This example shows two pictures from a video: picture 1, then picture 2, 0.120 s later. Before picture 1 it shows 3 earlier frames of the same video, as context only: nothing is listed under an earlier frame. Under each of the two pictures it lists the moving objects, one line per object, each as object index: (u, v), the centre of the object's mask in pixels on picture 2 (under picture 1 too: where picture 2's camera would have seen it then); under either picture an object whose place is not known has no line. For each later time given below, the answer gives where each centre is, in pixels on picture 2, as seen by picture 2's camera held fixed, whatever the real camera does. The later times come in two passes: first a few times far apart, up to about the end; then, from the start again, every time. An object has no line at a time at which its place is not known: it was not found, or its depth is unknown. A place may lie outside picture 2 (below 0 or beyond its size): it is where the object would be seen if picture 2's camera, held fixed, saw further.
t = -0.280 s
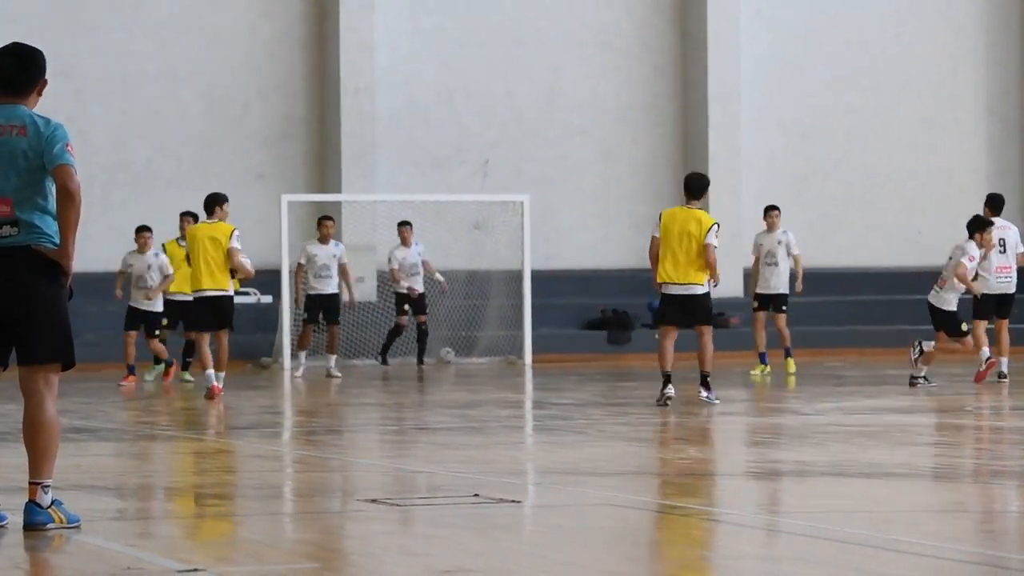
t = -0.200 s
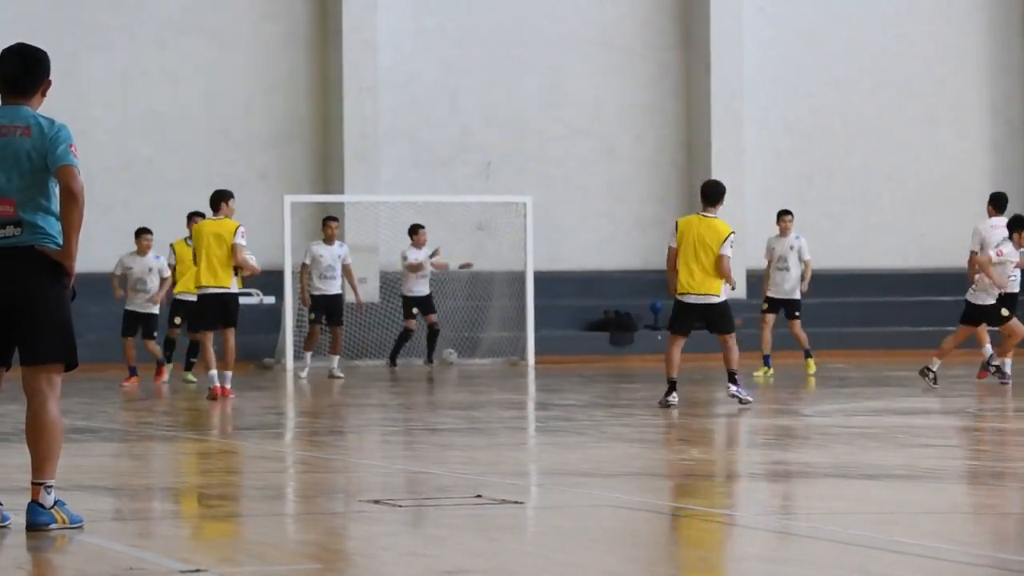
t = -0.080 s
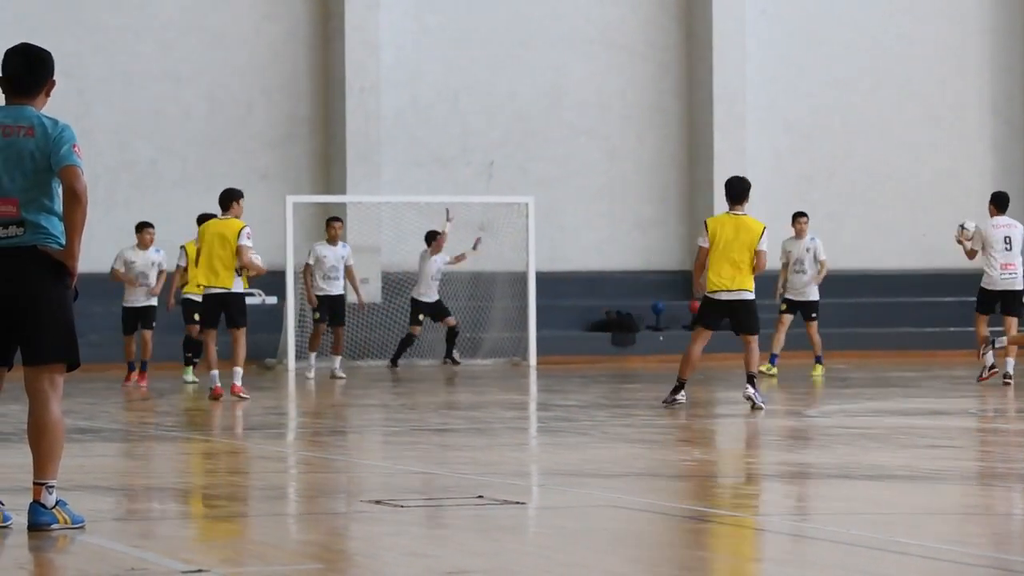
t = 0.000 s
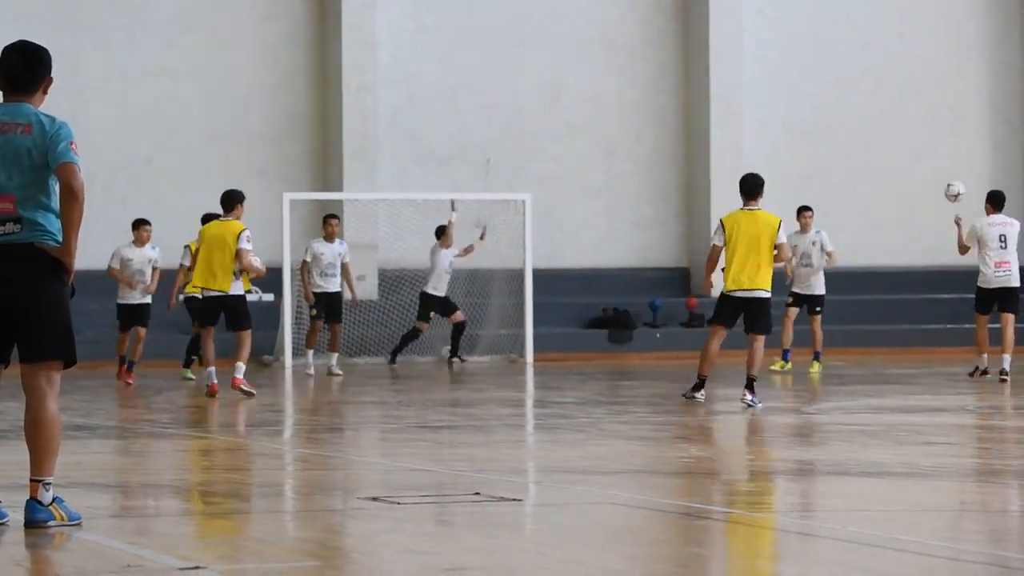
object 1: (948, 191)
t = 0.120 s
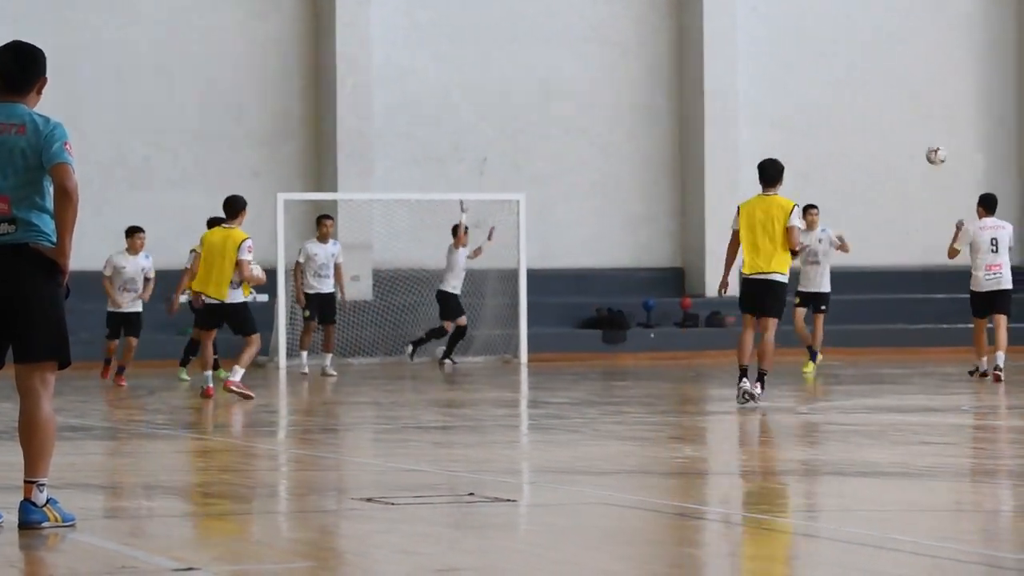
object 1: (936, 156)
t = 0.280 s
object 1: (919, 128)
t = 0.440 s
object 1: (905, 126)
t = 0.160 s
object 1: (930, 144)
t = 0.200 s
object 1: (927, 138)
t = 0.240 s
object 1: (924, 133)
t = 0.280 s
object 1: (919, 128)
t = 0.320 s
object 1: (916, 125)
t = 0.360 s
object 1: (911, 124)
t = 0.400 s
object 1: (908, 124)
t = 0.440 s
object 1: (905, 126)
